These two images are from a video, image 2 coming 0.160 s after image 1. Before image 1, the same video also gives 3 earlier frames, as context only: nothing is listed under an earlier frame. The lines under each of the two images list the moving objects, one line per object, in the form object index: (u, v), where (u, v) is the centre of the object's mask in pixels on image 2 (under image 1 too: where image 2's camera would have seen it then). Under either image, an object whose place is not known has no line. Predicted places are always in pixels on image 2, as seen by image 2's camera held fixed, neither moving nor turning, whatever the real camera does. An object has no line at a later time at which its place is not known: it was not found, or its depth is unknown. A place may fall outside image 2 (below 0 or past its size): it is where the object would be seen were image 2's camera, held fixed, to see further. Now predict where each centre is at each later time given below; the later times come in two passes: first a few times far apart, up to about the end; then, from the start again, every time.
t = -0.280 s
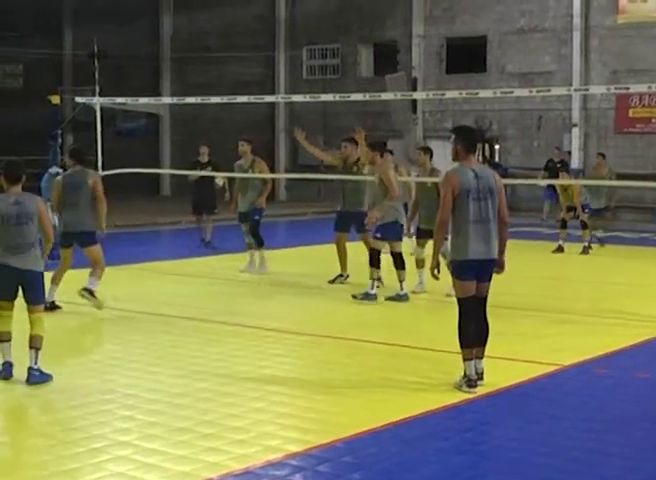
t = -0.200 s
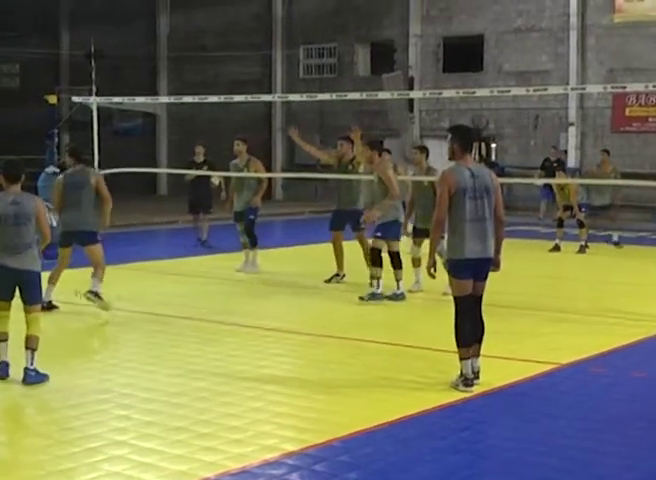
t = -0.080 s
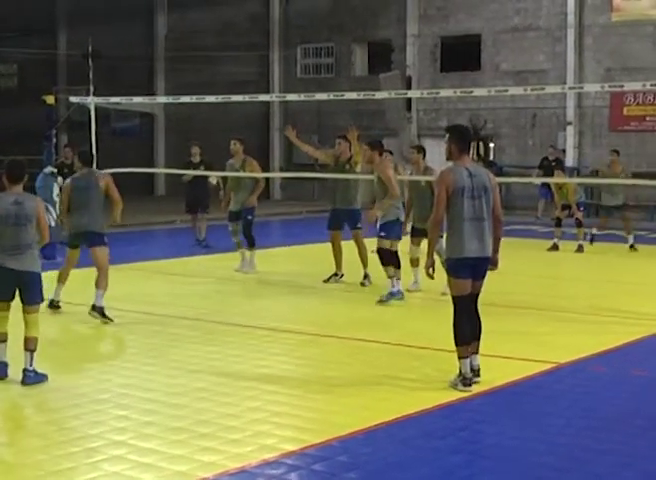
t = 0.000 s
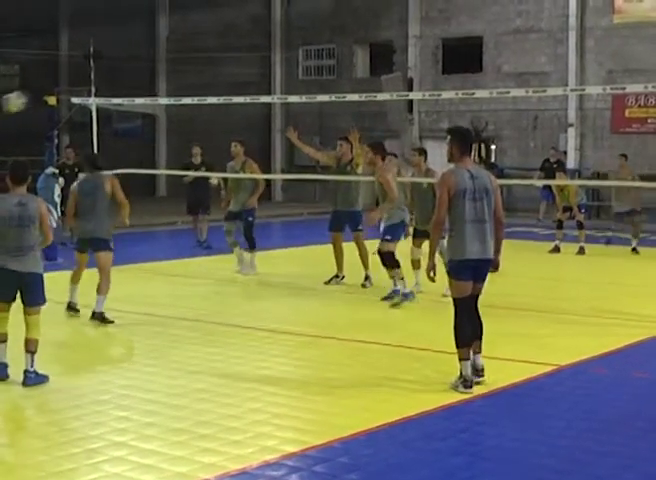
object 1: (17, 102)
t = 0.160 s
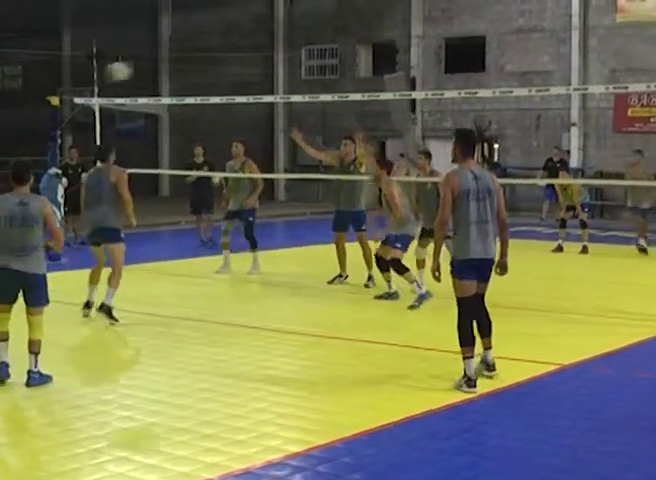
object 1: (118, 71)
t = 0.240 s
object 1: (169, 67)
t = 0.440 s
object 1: (294, 79)
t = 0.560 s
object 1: (368, 105)
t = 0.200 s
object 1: (144, 69)
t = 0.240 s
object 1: (169, 67)
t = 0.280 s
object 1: (194, 66)
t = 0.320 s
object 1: (219, 66)
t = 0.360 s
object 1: (244, 69)
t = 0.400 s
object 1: (268, 73)
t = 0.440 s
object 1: (294, 79)
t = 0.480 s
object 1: (319, 85)
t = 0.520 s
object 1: (341, 92)
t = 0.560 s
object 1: (368, 105)
